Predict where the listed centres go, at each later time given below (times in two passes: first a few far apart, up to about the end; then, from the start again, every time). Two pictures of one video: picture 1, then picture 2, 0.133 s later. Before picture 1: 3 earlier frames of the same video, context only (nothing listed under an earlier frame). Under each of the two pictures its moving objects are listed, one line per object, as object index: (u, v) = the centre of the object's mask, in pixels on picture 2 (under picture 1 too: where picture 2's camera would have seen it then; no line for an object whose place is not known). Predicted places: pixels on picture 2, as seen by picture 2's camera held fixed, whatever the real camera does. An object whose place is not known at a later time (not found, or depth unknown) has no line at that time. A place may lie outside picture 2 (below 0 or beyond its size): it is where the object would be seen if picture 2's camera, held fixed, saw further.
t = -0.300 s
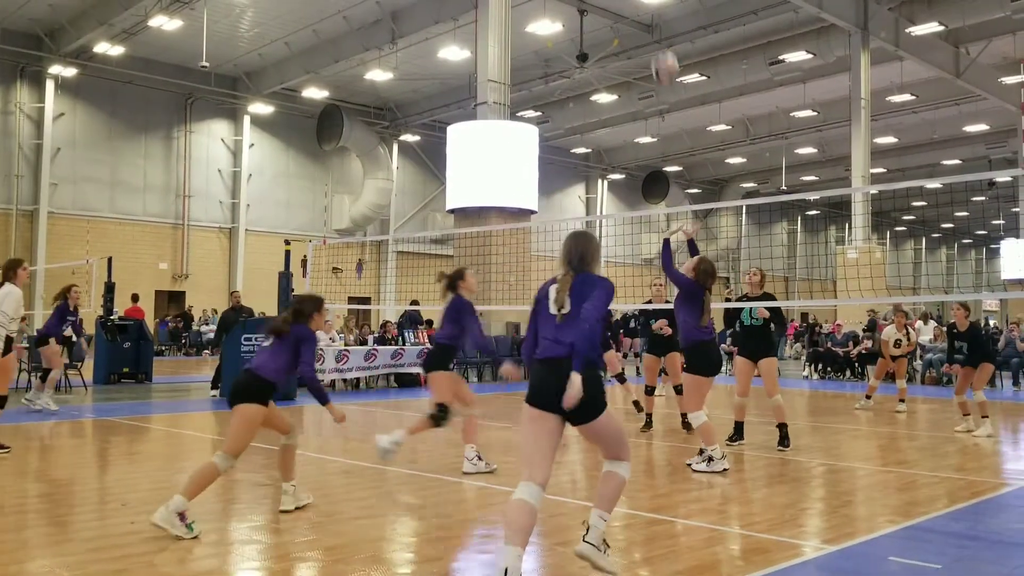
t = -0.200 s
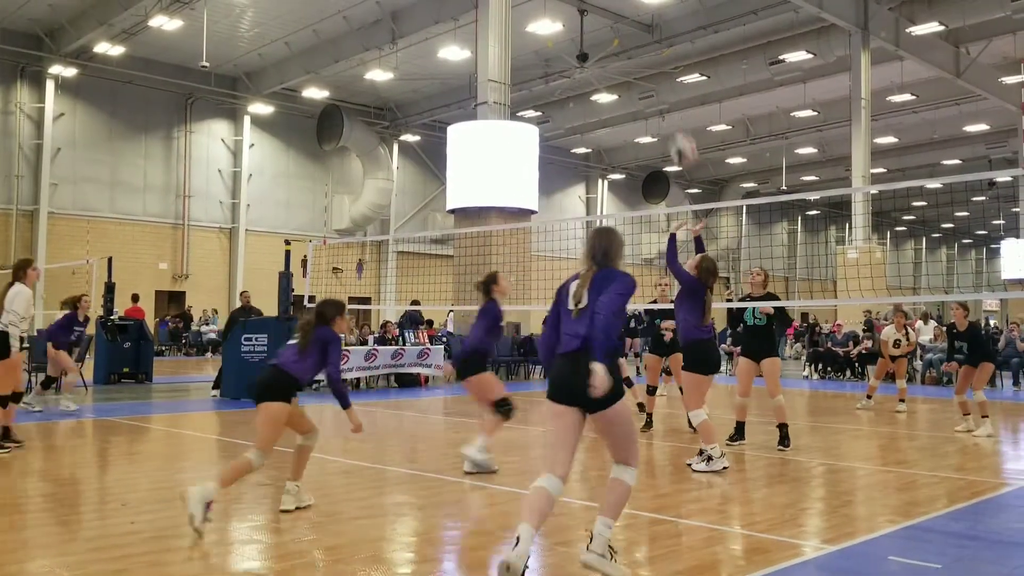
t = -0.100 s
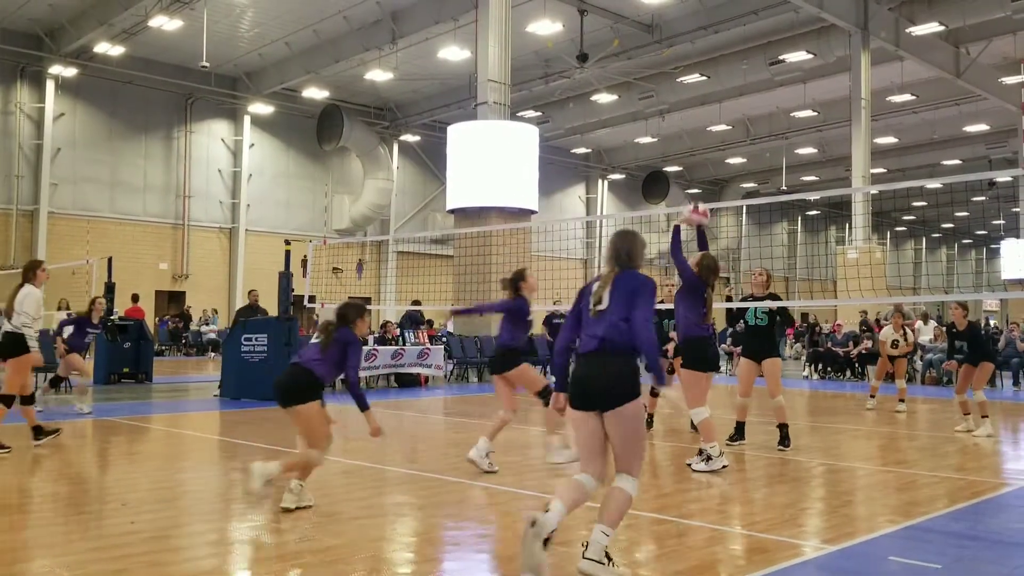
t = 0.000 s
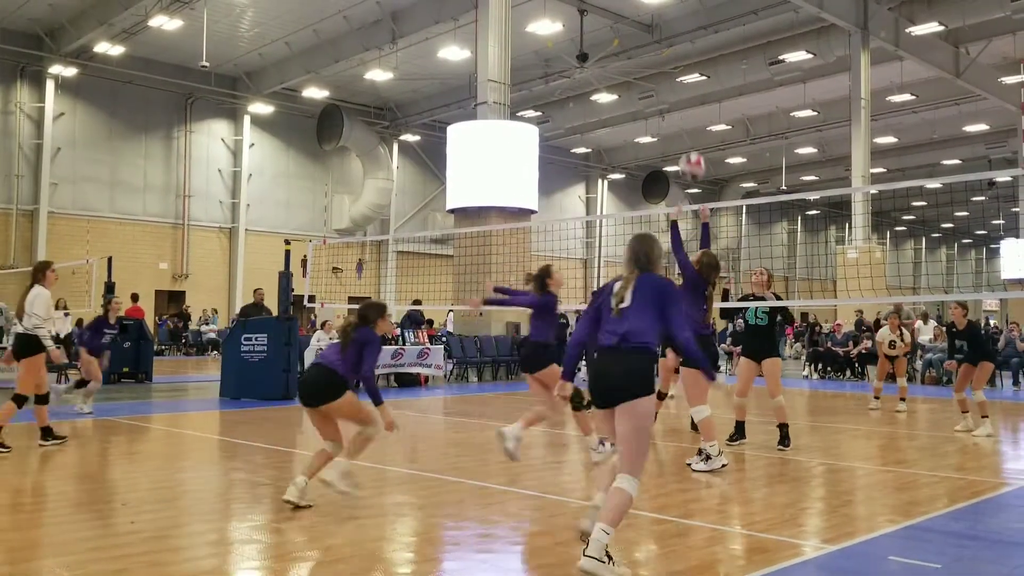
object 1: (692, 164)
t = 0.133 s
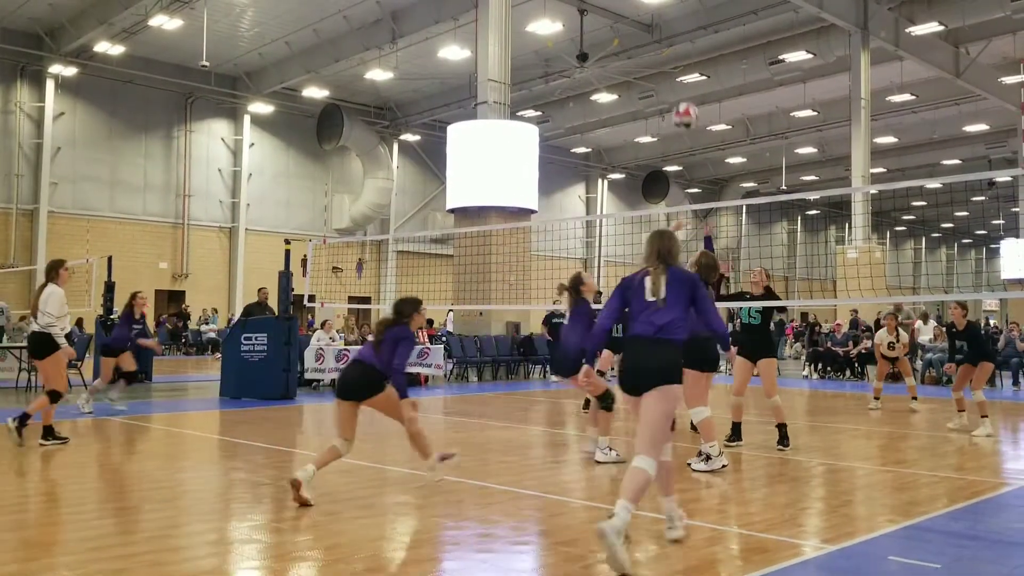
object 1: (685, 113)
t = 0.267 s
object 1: (678, 86)
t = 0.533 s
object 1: (666, 90)
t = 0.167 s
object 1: (683, 104)
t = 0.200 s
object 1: (682, 96)
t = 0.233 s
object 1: (680, 91)
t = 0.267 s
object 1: (678, 86)
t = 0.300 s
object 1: (677, 82)
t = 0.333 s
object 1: (675, 79)
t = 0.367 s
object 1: (673, 78)
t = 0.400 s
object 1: (672, 79)
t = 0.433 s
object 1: (670, 79)
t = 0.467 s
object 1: (669, 82)
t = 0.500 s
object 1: (667, 85)
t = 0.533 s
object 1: (666, 90)
